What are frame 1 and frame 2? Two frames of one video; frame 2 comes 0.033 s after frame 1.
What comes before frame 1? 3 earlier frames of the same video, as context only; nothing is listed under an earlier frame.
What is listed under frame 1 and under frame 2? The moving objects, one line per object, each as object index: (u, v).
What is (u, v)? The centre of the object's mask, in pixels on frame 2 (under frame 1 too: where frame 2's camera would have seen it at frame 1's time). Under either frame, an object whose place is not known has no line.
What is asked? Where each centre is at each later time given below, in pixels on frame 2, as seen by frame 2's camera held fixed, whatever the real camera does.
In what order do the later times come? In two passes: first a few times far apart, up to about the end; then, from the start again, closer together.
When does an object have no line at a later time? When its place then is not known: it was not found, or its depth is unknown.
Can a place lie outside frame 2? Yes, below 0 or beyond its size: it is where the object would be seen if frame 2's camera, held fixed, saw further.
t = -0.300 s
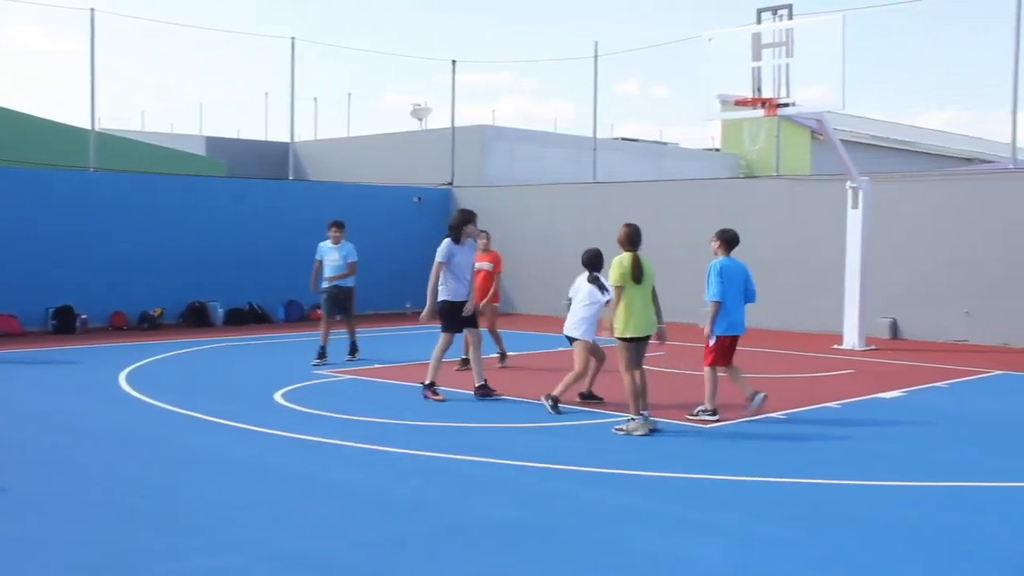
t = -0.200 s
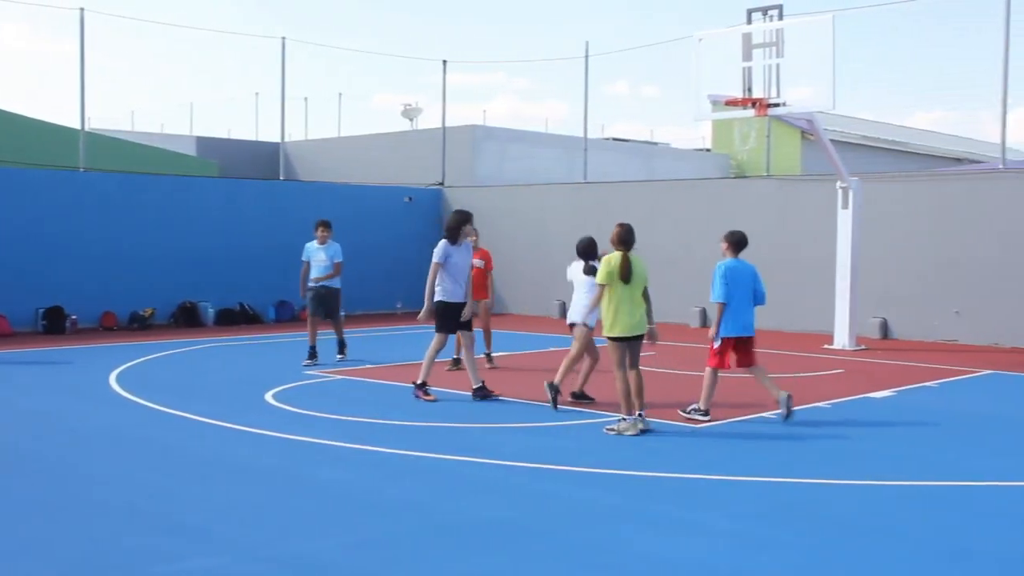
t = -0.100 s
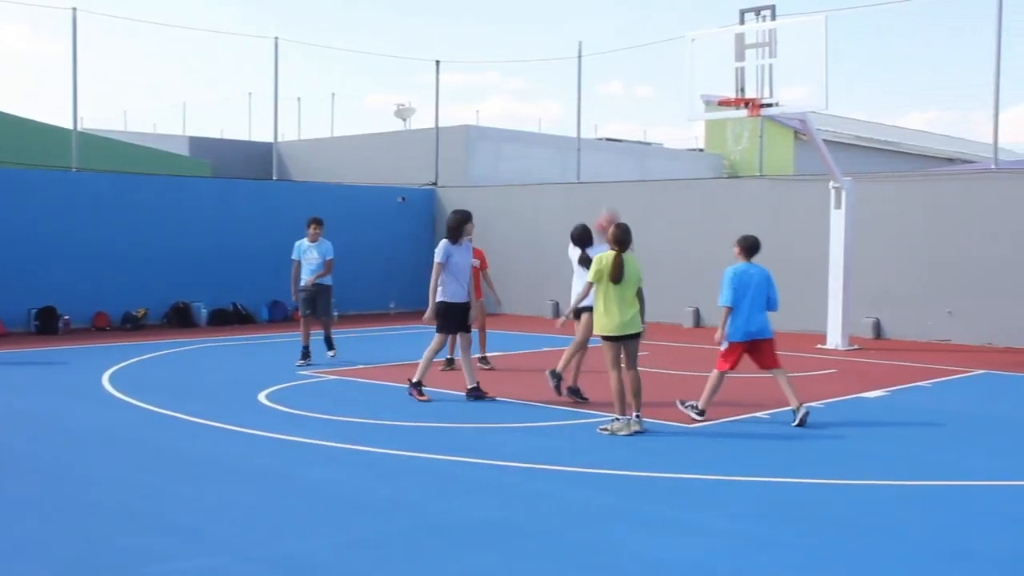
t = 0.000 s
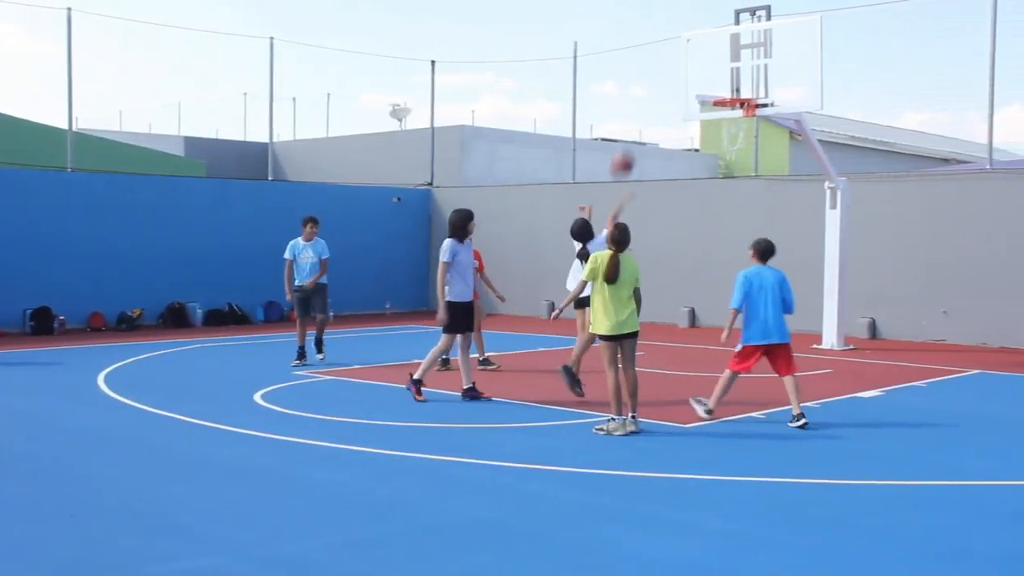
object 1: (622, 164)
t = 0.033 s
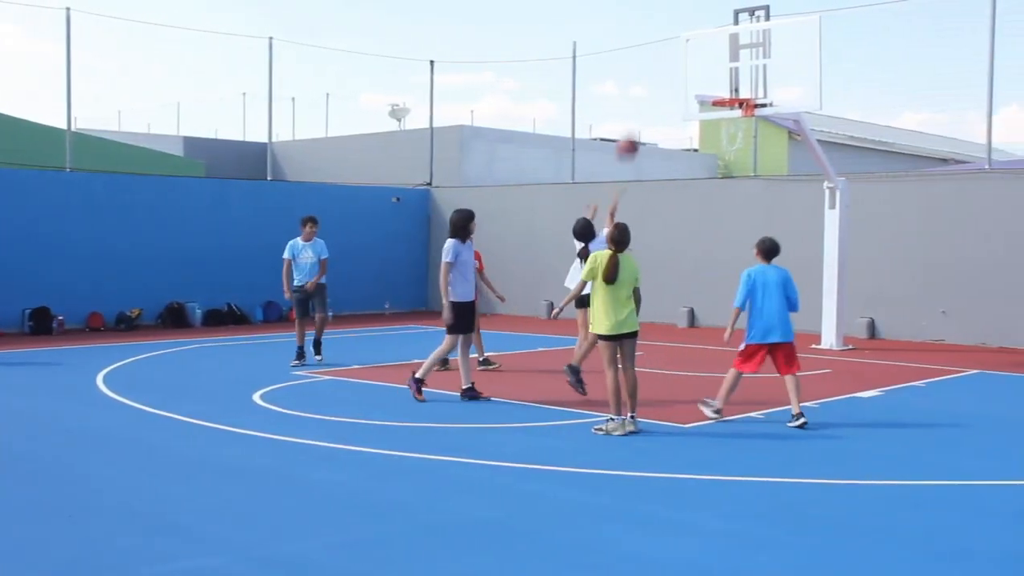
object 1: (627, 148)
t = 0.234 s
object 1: (662, 68)
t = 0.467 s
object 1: (698, 35)
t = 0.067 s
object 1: (633, 130)
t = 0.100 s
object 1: (640, 114)
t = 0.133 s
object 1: (645, 100)
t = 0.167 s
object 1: (651, 88)
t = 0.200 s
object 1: (657, 78)
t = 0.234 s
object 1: (662, 68)
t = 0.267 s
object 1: (668, 60)
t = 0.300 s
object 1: (673, 53)
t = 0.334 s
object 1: (678, 47)
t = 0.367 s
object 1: (684, 42)
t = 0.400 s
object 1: (688, 38)
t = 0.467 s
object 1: (698, 35)
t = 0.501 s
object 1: (702, 34)
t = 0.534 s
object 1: (706, 35)
